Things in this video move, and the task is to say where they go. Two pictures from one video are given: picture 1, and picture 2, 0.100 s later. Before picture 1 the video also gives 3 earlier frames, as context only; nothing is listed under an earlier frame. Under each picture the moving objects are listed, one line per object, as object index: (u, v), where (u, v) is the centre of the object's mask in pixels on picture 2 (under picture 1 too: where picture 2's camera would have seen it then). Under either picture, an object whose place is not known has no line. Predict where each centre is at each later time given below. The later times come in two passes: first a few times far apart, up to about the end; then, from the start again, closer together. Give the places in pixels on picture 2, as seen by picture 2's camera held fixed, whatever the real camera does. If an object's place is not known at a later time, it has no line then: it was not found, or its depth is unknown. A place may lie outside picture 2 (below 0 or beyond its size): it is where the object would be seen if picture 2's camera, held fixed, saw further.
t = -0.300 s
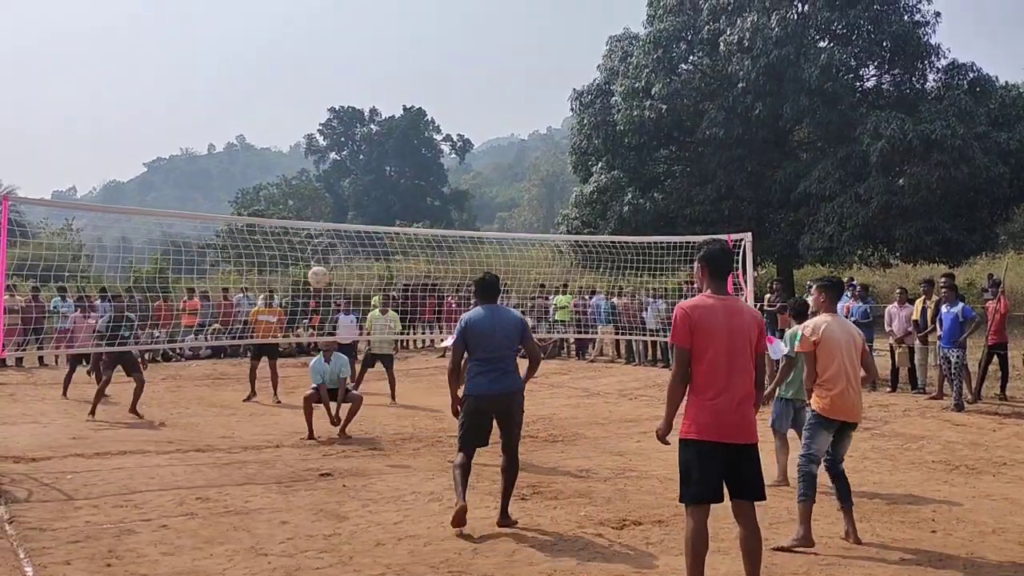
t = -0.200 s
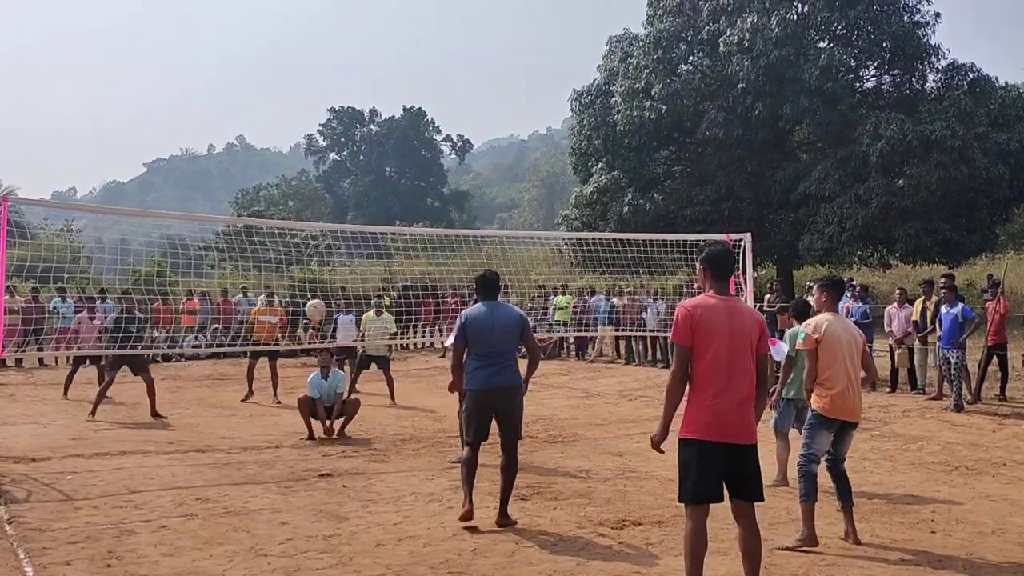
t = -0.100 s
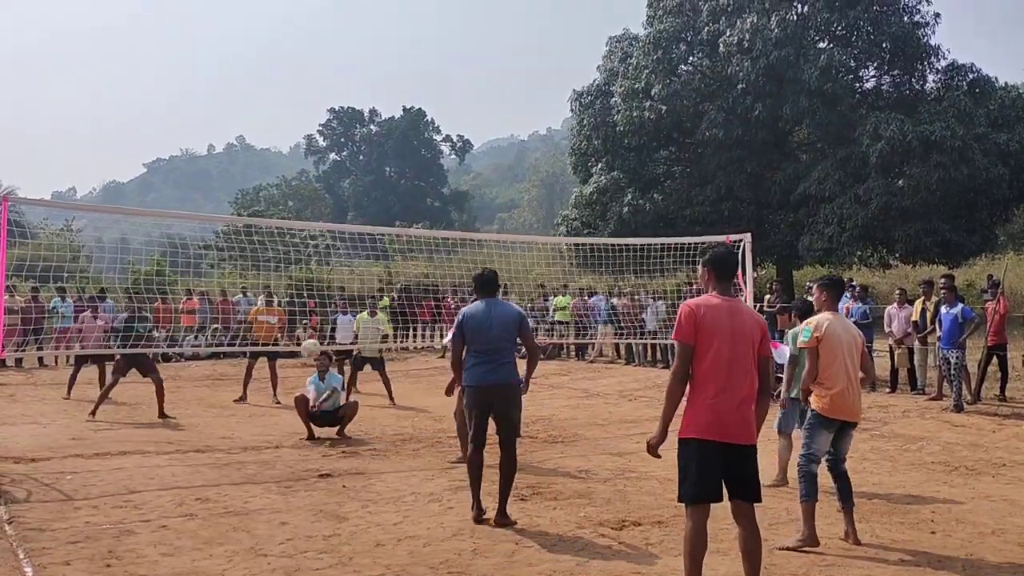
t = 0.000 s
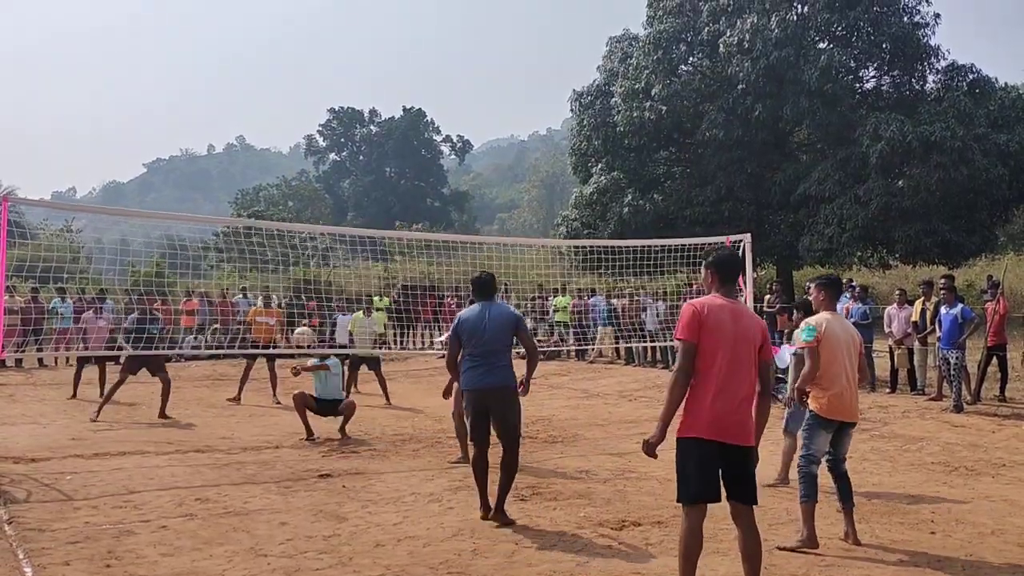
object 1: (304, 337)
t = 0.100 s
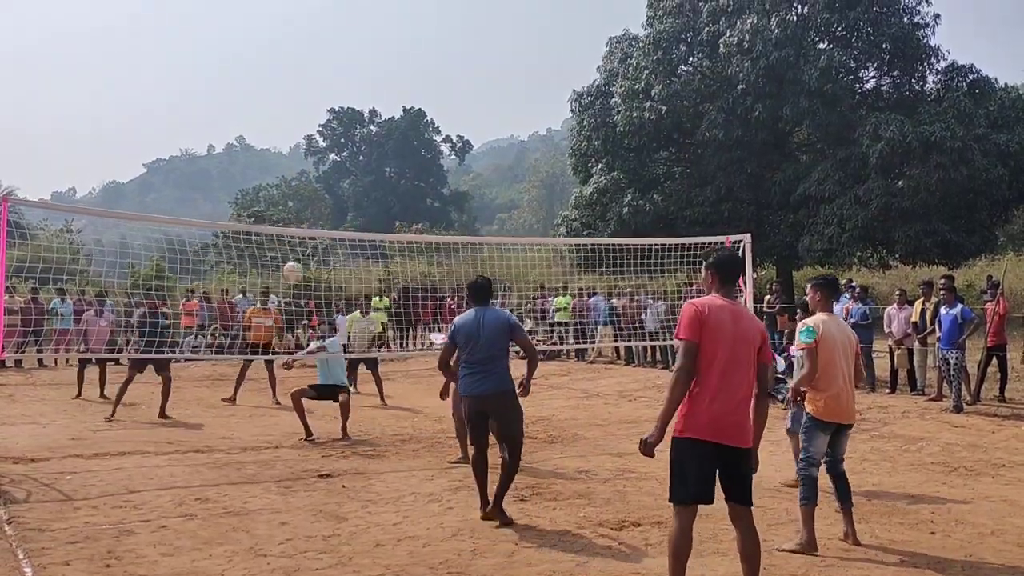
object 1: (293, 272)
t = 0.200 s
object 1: (284, 216)
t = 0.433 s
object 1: (266, 138)
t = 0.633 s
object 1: (252, 107)
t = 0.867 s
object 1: (239, 112)
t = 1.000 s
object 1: (231, 133)
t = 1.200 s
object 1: (220, 184)
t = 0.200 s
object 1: (284, 216)
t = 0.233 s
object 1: (281, 202)
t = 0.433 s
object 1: (266, 138)
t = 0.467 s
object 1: (264, 130)
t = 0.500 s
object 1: (261, 124)
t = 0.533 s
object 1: (259, 118)
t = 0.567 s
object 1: (256, 113)
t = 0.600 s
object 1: (254, 110)
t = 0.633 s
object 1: (252, 107)
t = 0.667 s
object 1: (250, 105)
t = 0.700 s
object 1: (248, 103)
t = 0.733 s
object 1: (246, 103)
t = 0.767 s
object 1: (244, 104)
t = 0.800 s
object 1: (242, 106)
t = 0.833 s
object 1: (241, 108)
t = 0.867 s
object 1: (239, 112)
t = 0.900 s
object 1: (237, 116)
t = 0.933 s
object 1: (235, 121)
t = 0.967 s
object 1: (233, 127)
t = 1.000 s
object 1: (231, 133)
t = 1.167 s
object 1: (222, 173)
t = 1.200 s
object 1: (220, 184)
